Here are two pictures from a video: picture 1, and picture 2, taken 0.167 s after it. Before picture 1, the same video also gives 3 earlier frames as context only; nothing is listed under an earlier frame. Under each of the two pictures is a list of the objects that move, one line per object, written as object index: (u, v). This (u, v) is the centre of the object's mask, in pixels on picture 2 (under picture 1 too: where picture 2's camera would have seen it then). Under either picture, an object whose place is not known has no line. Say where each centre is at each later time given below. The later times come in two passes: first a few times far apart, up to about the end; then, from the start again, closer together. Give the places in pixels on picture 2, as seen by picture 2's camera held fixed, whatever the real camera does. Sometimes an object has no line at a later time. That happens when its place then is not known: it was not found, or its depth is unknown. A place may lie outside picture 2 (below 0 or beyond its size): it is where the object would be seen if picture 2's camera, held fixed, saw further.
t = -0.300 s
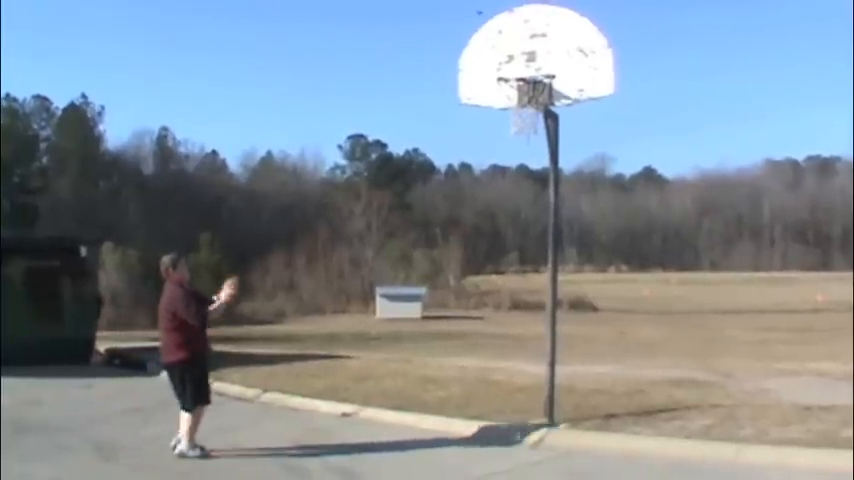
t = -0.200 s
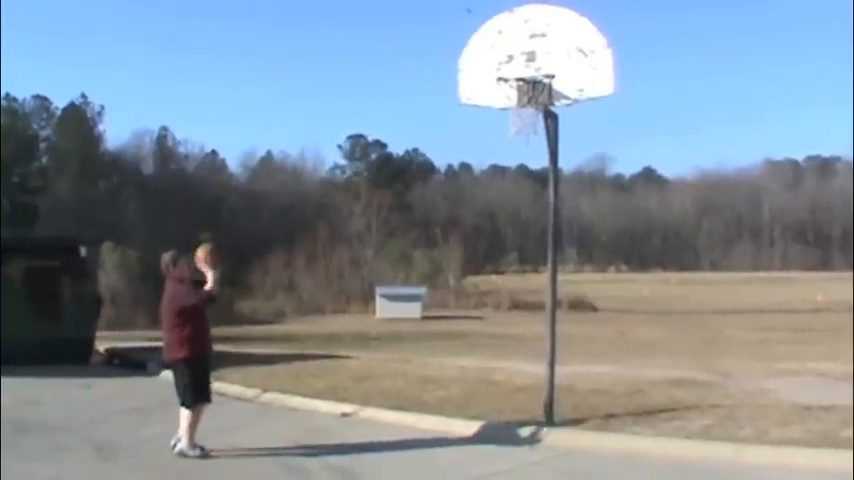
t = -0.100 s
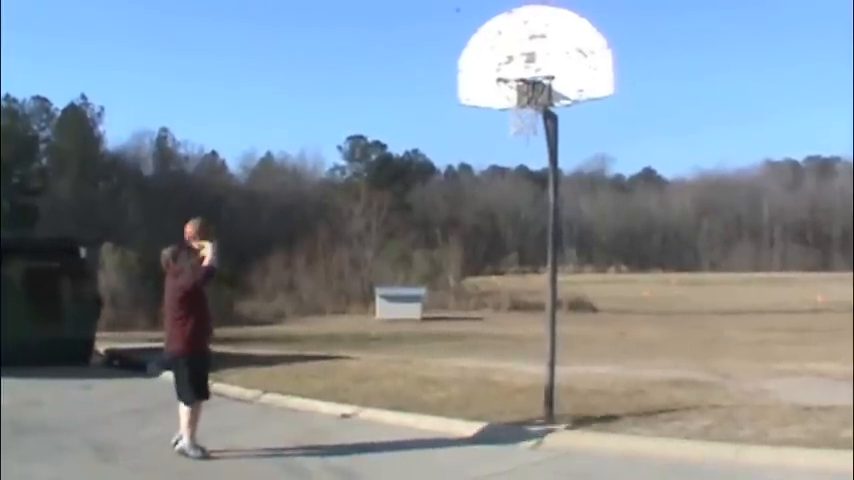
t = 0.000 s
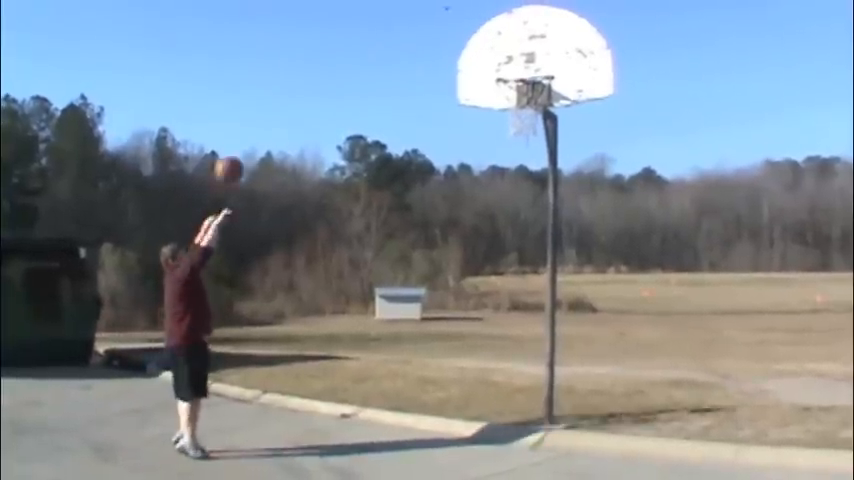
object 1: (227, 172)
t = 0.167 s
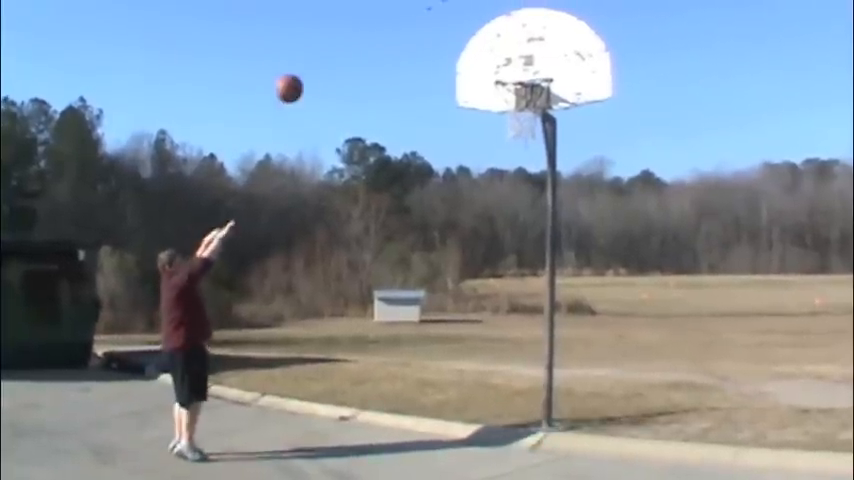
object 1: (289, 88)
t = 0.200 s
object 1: (301, 75)
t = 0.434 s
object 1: (384, 24)
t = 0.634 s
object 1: (455, 32)
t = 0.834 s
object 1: (525, 78)
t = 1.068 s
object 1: (523, 140)
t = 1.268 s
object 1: (503, 230)
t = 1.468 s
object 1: (492, 376)
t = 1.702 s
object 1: (469, 386)
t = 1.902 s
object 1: (445, 303)
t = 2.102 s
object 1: (422, 272)
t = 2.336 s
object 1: (396, 301)
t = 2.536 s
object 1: (372, 382)
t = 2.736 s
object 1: (350, 438)
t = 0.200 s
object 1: (301, 75)
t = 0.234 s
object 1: (313, 64)
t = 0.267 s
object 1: (325, 54)
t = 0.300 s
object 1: (337, 46)
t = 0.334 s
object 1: (349, 38)
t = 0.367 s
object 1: (361, 32)
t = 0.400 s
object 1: (372, 28)
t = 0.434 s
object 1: (384, 24)
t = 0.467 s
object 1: (396, 22)
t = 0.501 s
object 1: (408, 21)
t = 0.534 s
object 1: (420, 22)
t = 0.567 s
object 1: (432, 24)
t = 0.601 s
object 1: (443, 27)
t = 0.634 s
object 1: (455, 32)
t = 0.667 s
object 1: (466, 37)
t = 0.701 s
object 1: (478, 45)
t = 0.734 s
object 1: (489, 53)
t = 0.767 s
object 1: (501, 63)
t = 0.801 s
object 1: (513, 72)
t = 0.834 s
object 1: (525, 78)
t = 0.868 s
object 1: (534, 85)
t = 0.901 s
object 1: (533, 91)
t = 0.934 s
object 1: (532, 103)
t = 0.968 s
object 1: (529, 112)
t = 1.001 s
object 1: (526, 123)
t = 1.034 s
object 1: (525, 130)
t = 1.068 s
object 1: (523, 140)
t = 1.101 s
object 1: (521, 152)
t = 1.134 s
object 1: (518, 164)
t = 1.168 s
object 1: (514, 179)
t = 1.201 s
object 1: (511, 195)
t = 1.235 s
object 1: (509, 211)
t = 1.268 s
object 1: (503, 230)
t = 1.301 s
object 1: (501, 251)
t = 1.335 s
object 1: (501, 273)
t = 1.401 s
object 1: (496, 322)
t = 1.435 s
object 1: (494, 348)
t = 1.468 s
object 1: (492, 376)
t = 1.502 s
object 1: (488, 406)
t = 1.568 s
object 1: (484, 466)
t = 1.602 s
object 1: (479, 445)
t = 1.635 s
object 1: (475, 424)
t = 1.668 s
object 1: (473, 405)
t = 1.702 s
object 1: (469, 386)
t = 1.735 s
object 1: (465, 368)
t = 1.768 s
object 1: (461, 351)
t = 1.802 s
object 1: (458, 337)
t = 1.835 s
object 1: (454, 324)
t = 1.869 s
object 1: (449, 312)
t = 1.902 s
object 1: (445, 303)
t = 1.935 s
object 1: (441, 294)
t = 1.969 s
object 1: (437, 286)
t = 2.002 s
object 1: (433, 280)
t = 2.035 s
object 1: (429, 275)
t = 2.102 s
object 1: (422, 272)
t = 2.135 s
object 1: (419, 272)
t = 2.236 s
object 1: (407, 279)
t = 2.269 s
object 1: (403, 285)
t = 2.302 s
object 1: (399, 291)
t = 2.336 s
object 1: (396, 301)
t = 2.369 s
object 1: (391, 312)
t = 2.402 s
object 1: (389, 323)
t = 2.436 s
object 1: (384, 335)
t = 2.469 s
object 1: (380, 349)
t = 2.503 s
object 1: (376, 364)
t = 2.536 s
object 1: (372, 382)
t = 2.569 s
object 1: (369, 399)
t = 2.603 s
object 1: (366, 419)
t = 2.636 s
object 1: (362, 439)
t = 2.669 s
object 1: (358, 461)
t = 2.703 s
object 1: (355, 453)
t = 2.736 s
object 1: (350, 438)
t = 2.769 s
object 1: (346, 425)
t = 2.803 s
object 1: (342, 413)
